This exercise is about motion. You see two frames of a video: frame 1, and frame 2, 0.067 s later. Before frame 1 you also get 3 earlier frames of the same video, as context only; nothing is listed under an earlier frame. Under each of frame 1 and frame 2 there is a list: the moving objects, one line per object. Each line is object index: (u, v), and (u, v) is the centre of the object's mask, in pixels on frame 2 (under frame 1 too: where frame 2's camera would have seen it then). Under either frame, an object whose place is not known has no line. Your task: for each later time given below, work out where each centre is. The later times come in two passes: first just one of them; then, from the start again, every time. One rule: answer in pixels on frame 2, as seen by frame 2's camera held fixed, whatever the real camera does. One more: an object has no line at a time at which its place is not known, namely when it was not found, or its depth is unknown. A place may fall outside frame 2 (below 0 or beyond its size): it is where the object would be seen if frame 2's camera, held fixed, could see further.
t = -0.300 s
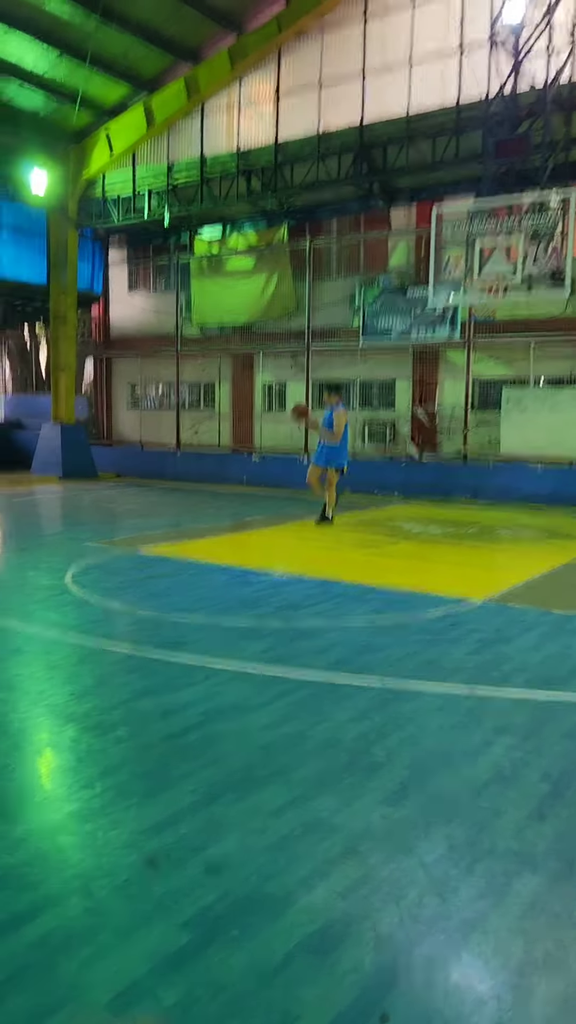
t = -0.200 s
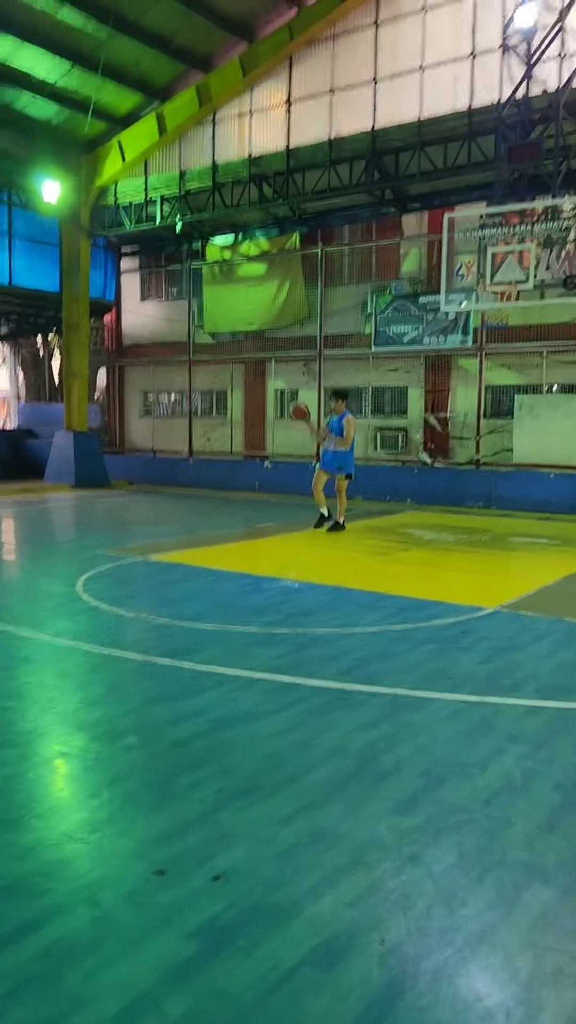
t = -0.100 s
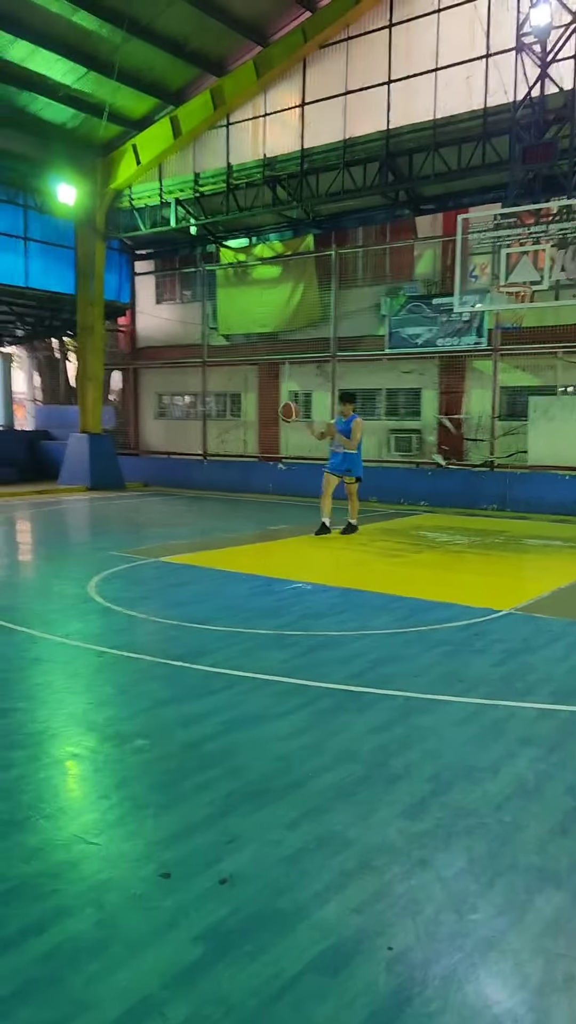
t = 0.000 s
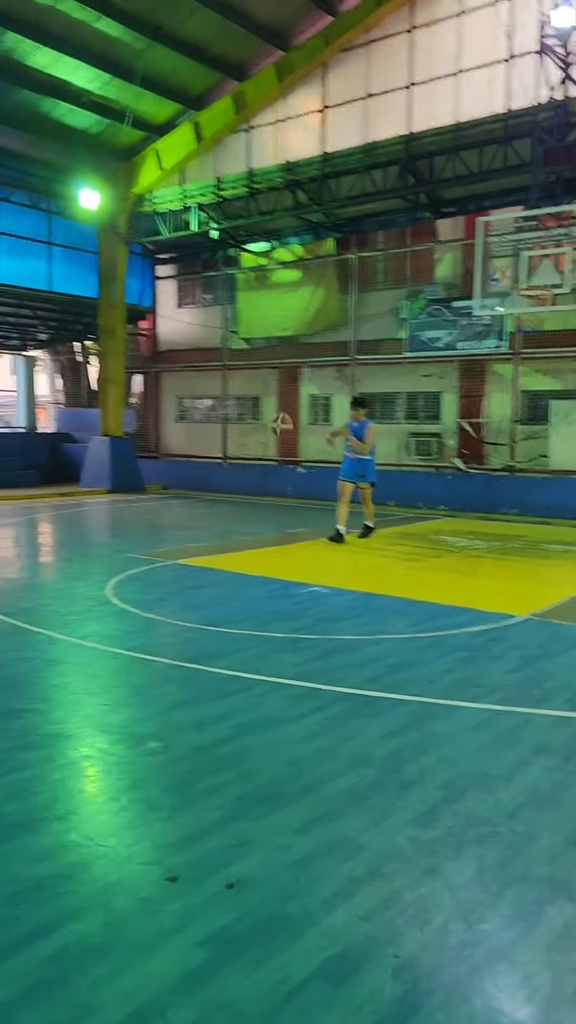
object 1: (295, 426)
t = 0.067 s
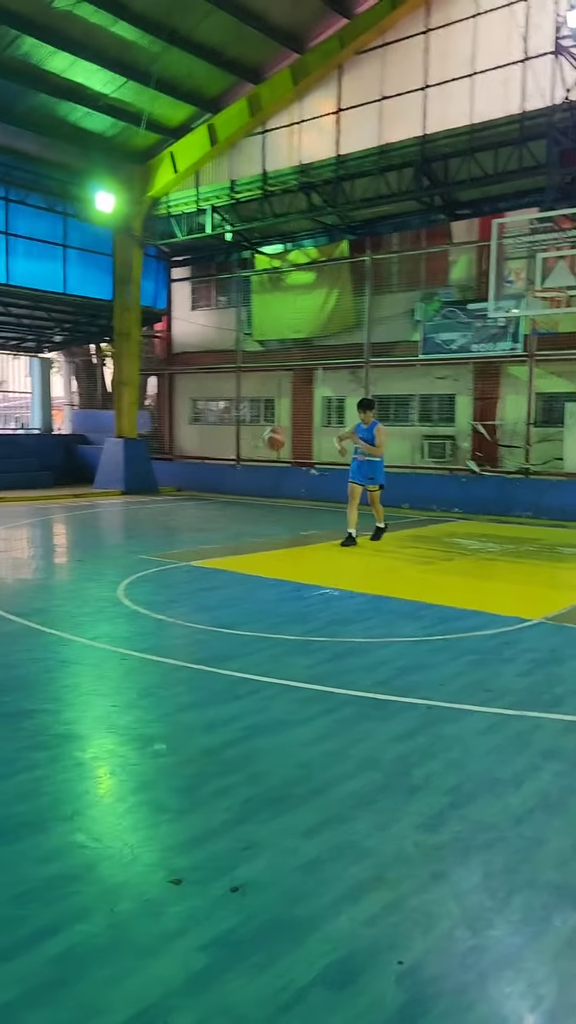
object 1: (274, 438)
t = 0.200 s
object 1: (226, 482)
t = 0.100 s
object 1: (262, 448)
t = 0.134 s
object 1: (250, 458)
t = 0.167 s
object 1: (239, 469)
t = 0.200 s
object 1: (226, 482)
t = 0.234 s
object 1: (213, 496)
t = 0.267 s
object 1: (200, 515)
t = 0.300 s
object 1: (185, 535)
